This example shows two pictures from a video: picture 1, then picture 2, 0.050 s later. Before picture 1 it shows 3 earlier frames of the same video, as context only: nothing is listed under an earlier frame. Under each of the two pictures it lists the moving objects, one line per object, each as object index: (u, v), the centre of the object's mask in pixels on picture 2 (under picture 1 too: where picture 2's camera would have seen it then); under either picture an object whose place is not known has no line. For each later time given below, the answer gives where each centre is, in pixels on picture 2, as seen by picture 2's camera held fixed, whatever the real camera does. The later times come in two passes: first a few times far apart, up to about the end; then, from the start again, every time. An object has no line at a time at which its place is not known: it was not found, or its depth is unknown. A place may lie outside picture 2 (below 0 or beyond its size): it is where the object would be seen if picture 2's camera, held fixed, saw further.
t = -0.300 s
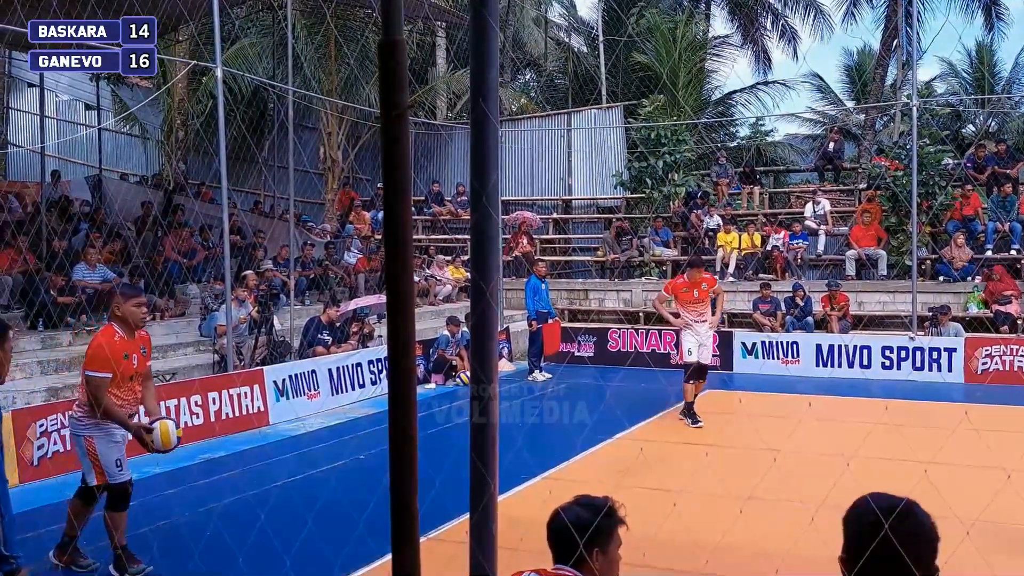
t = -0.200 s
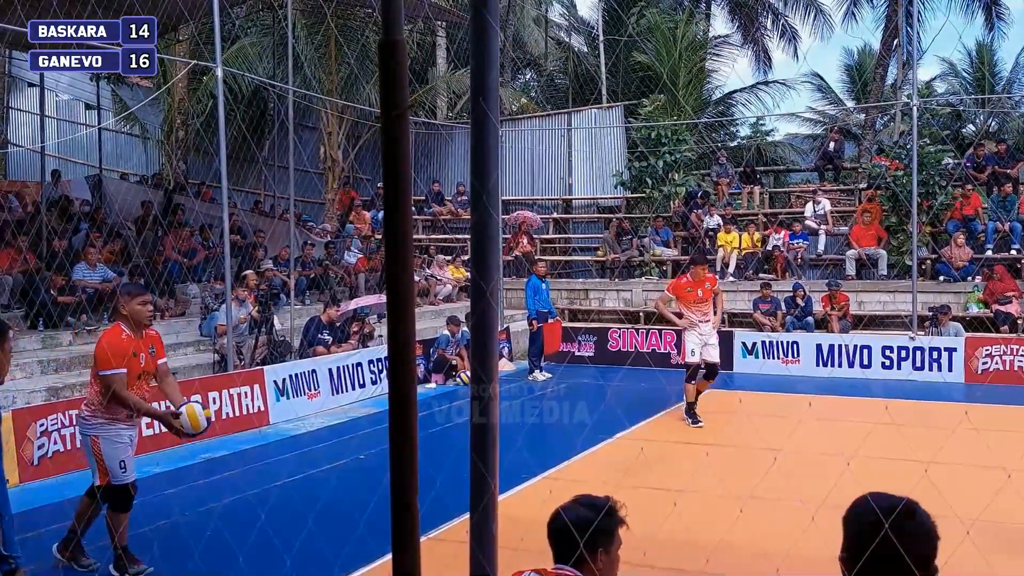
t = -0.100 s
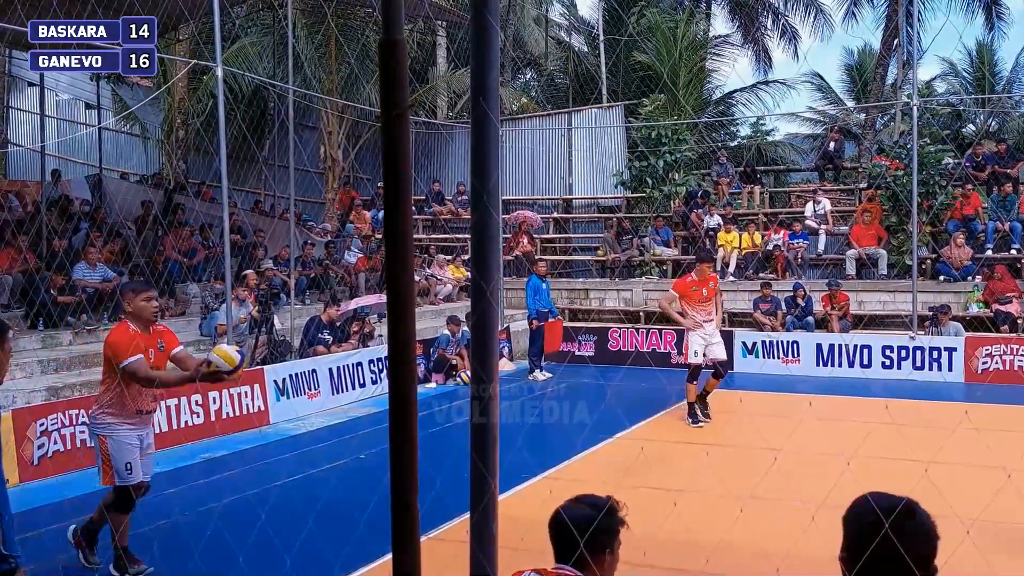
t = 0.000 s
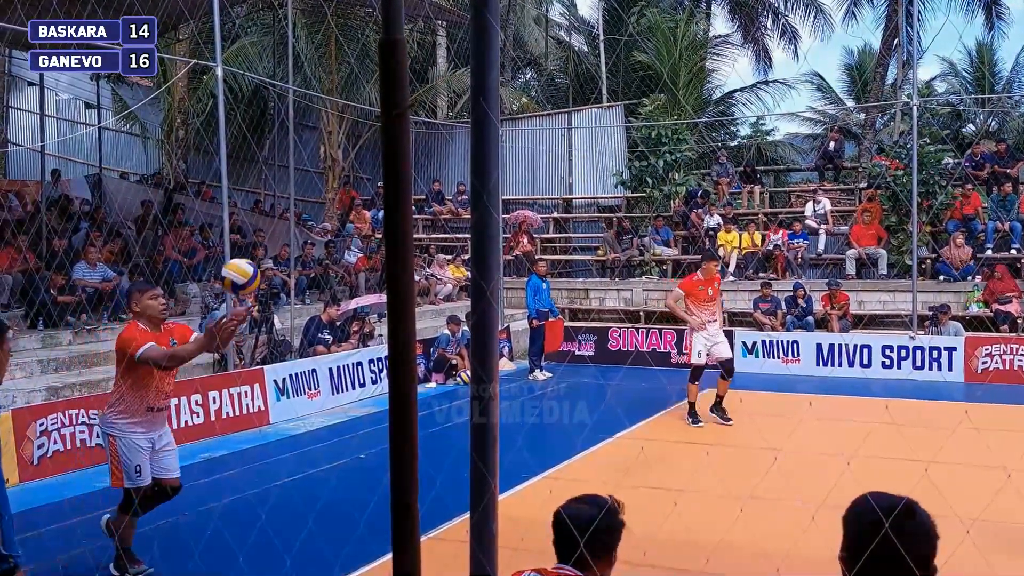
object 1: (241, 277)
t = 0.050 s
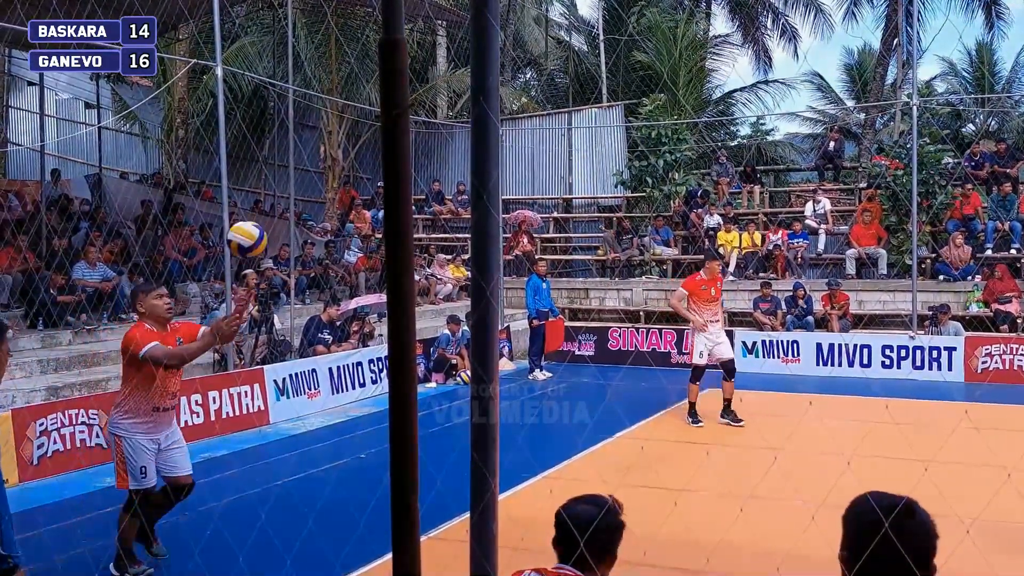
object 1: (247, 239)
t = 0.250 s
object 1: (273, 133)
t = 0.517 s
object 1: (315, 98)
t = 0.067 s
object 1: (249, 228)
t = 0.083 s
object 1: (251, 217)
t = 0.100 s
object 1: (253, 207)
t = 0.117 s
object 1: (255, 196)
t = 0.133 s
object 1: (258, 187)
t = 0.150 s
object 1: (259, 178)
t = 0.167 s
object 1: (262, 169)
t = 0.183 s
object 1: (264, 160)
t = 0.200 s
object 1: (267, 153)
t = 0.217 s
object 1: (269, 146)
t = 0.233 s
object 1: (271, 139)
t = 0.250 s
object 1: (273, 133)
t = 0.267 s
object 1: (276, 127)
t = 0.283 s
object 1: (278, 121)
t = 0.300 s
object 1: (281, 116)
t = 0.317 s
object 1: (283, 112)
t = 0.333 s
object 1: (286, 108)
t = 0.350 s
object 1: (288, 105)
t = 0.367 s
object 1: (291, 102)
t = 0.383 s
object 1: (293, 99)
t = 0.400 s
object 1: (296, 98)
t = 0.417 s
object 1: (299, 96)
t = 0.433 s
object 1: (301, 95)
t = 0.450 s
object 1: (304, 95)
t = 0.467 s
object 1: (307, 95)
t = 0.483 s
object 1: (309, 95)
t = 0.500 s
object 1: (312, 96)
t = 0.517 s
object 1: (315, 98)
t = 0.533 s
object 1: (318, 100)
